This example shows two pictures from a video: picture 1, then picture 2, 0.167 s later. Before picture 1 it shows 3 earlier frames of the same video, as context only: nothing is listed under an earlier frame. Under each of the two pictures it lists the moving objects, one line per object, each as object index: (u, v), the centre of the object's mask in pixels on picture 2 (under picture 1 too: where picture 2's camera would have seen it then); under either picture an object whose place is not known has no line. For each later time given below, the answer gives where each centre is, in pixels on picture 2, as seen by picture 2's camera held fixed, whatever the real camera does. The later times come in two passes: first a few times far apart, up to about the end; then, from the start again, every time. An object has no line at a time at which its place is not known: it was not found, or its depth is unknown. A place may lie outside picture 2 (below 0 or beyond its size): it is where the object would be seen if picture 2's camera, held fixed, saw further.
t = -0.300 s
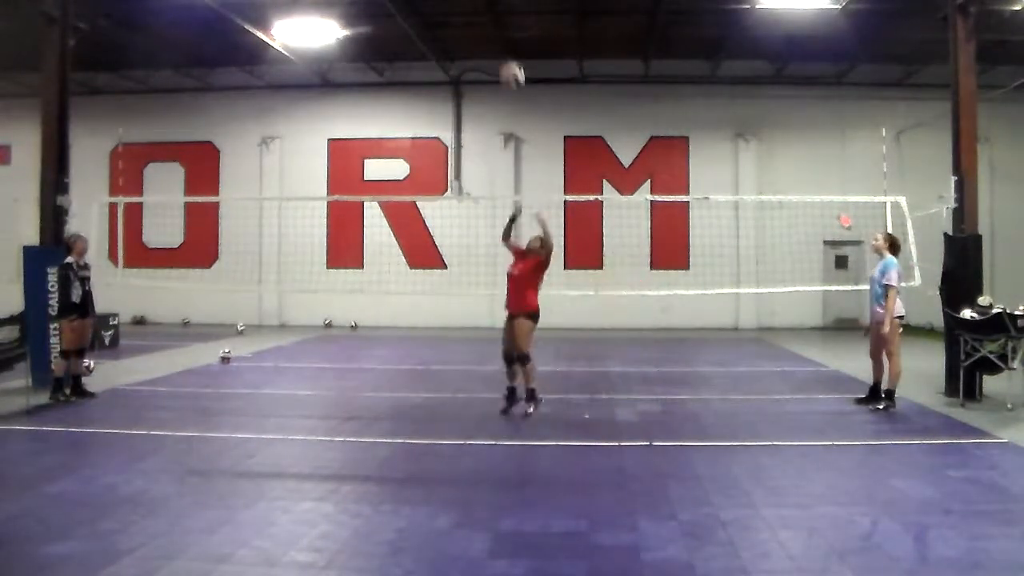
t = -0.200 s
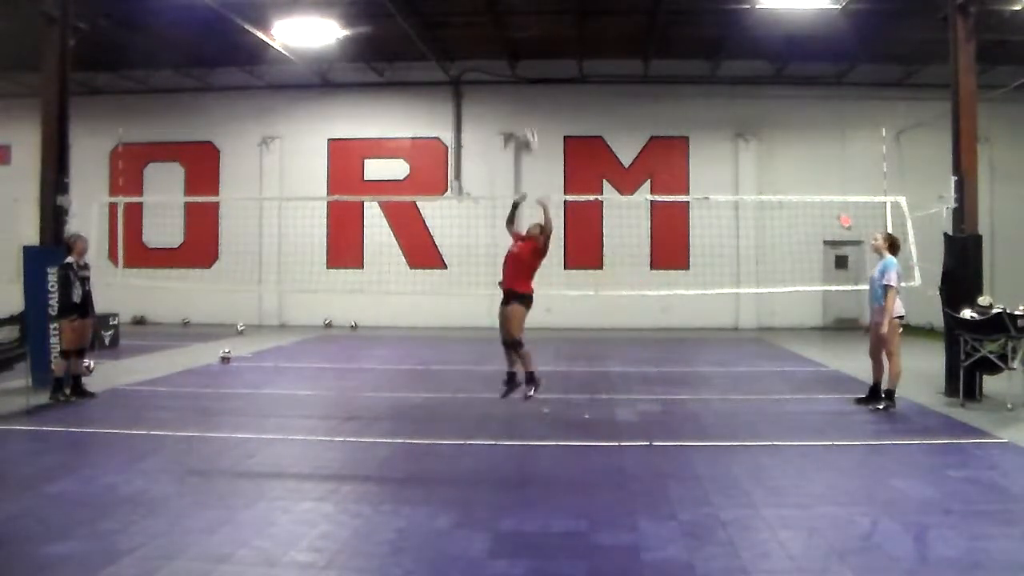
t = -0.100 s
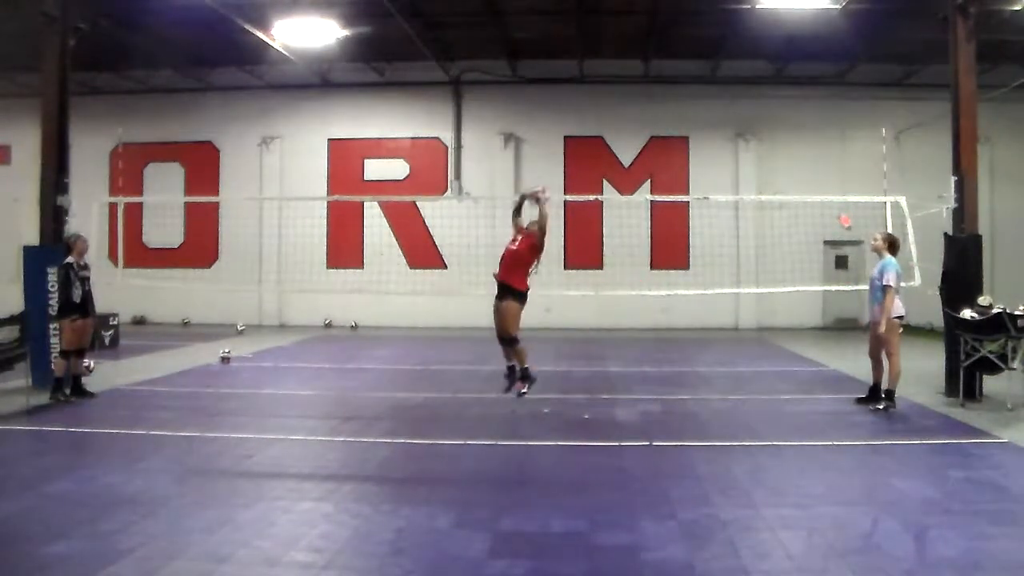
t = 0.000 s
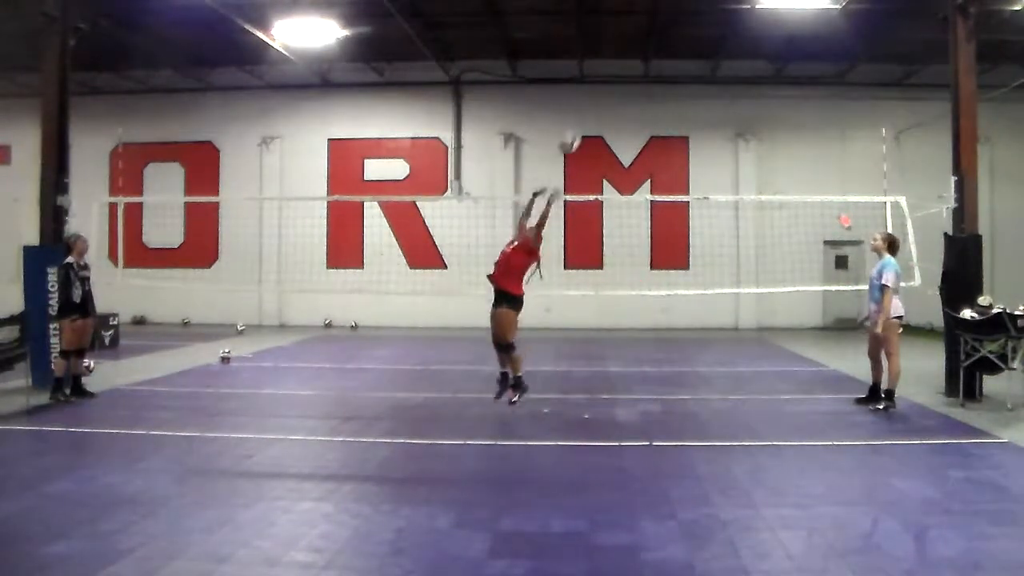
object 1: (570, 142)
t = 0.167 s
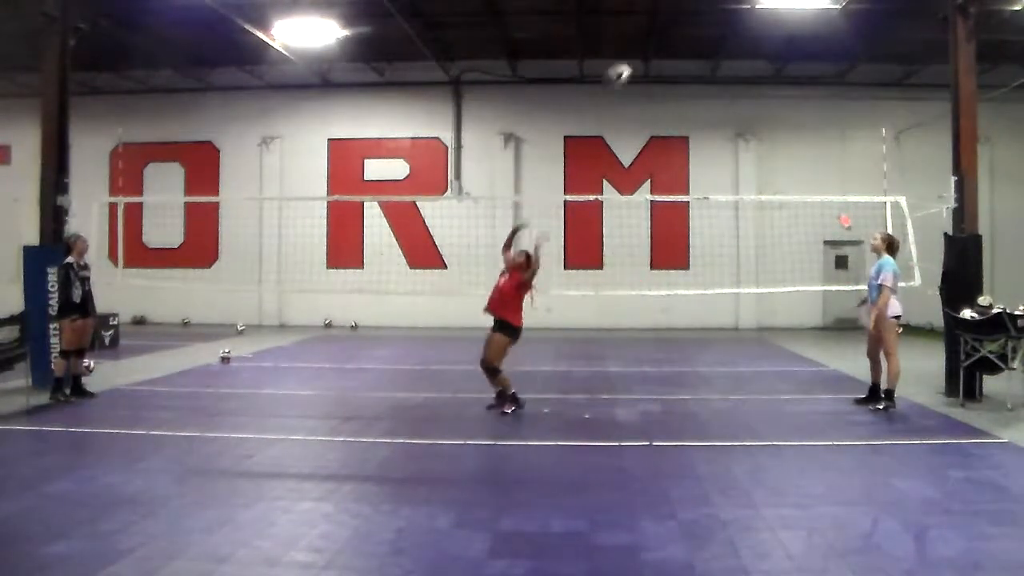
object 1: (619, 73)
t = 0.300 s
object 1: (657, 40)
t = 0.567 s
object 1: (731, 25)
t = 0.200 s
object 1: (628, 63)
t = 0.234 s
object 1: (638, 54)
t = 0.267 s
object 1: (648, 46)
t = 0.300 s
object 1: (657, 40)
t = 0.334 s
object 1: (666, 34)
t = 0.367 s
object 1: (675, 30)
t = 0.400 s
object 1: (685, 27)
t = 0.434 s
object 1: (694, 24)
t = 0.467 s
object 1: (703, 23)
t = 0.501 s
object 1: (712, 23)
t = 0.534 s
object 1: (721, 24)
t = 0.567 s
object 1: (731, 25)
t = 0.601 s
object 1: (741, 28)
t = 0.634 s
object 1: (749, 32)
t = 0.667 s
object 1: (758, 36)
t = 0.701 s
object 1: (767, 43)
